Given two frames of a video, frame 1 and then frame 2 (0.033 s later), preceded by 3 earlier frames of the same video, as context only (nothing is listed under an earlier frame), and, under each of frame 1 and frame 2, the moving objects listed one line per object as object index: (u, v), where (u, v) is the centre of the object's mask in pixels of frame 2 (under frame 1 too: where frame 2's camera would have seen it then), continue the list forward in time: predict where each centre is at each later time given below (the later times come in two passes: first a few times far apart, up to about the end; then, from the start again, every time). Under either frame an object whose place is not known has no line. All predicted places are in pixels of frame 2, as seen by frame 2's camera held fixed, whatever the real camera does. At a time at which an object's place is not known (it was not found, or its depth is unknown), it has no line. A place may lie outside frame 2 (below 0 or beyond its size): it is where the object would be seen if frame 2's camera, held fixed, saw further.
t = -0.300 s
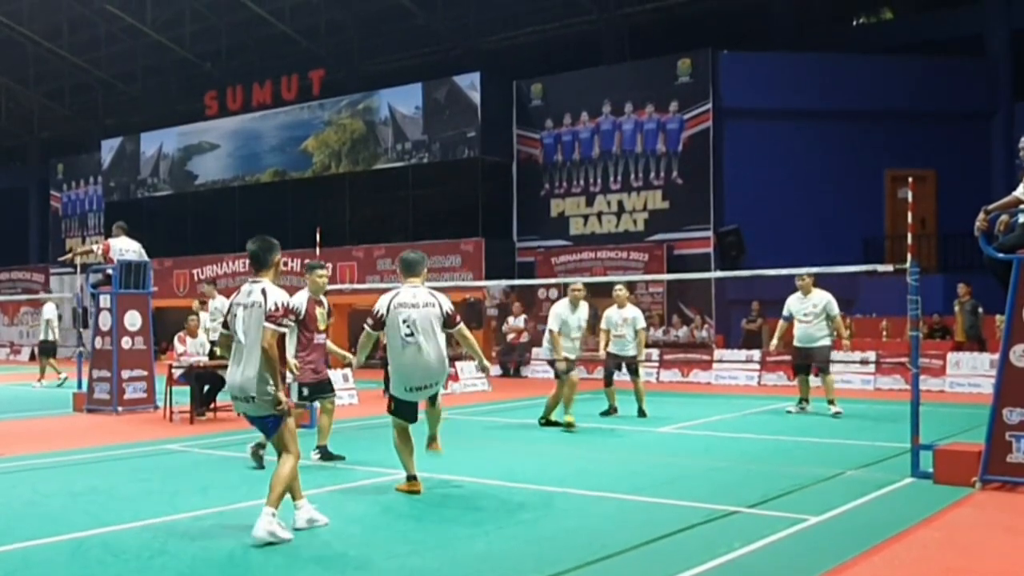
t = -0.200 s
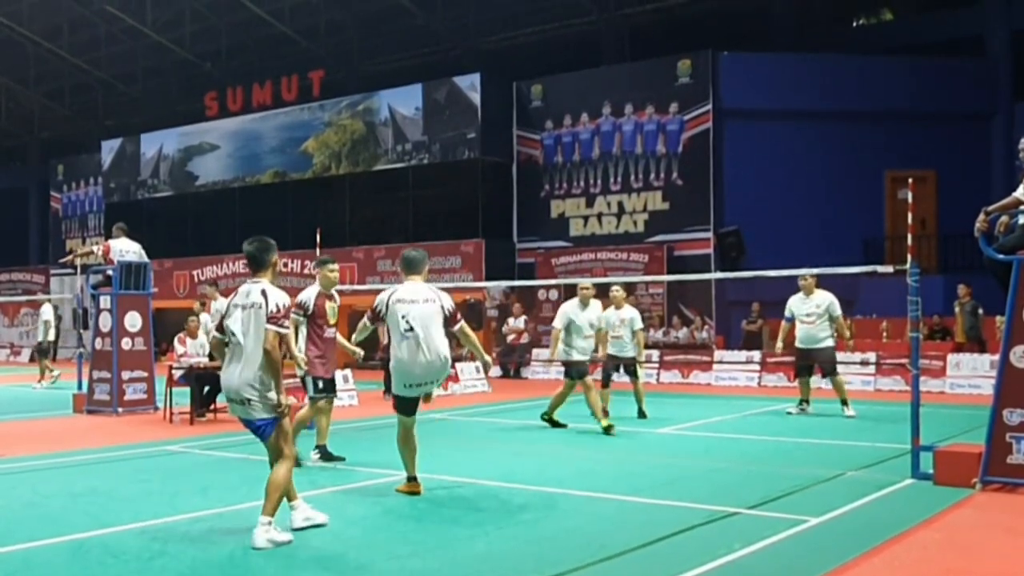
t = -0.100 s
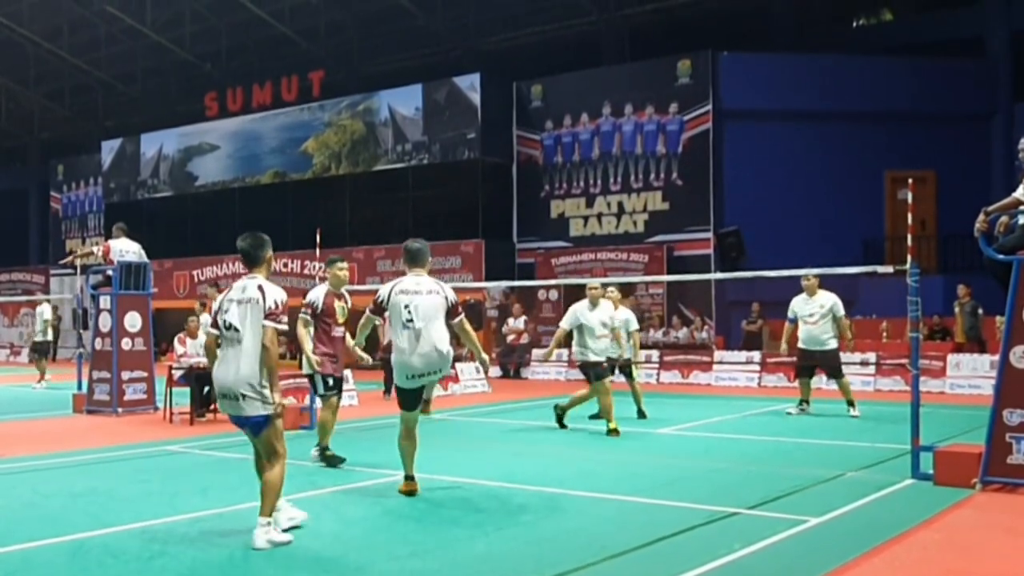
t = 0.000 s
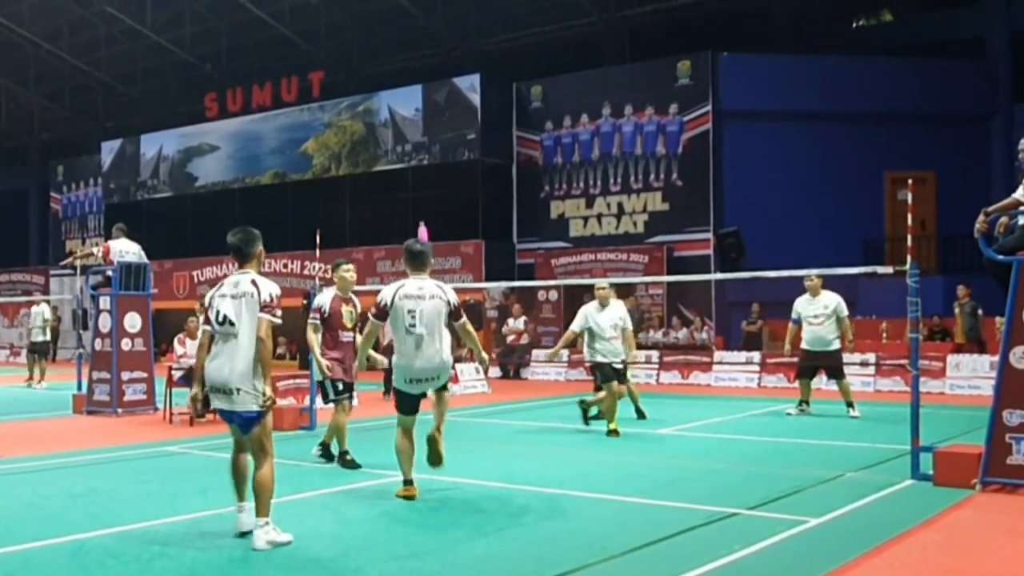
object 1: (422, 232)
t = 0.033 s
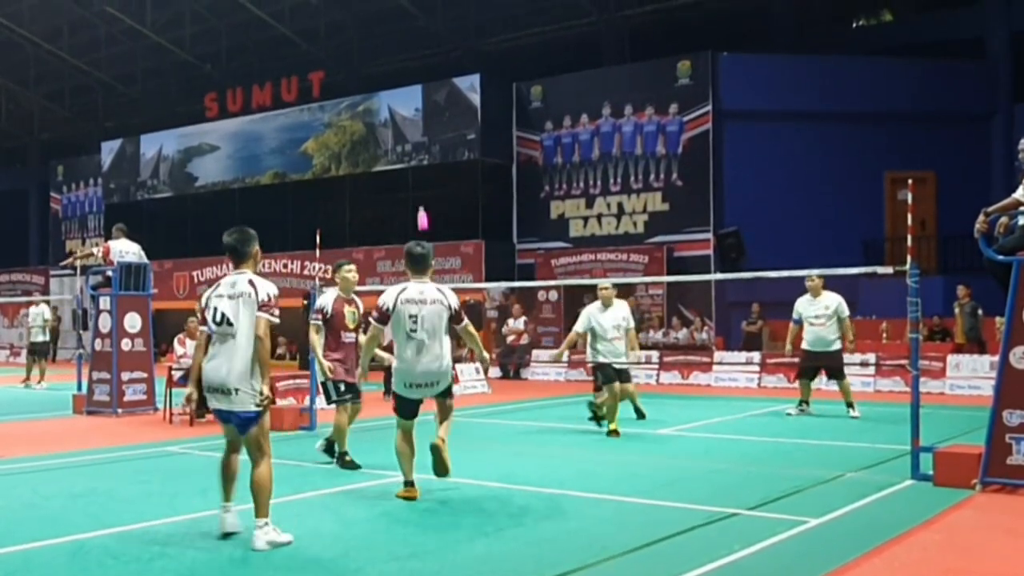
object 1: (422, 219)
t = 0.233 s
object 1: (421, 158)
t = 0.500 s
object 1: (422, 156)
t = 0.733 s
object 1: (420, 213)
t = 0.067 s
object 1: (422, 205)
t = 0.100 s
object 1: (421, 191)
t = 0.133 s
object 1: (421, 181)
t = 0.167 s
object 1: (421, 173)
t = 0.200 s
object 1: (420, 165)
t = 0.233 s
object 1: (421, 158)
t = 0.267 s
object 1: (421, 155)
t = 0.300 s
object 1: (421, 150)
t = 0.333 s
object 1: (421, 148)
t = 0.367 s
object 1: (421, 148)
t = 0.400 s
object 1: (421, 148)
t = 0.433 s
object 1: (422, 150)
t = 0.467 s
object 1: (421, 153)
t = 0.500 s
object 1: (422, 156)
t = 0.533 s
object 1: (423, 162)
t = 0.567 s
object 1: (424, 168)
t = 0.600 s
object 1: (425, 175)
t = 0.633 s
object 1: (425, 182)
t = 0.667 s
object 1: (425, 190)
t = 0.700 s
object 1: (423, 200)
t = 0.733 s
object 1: (420, 213)
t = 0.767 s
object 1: (417, 227)
